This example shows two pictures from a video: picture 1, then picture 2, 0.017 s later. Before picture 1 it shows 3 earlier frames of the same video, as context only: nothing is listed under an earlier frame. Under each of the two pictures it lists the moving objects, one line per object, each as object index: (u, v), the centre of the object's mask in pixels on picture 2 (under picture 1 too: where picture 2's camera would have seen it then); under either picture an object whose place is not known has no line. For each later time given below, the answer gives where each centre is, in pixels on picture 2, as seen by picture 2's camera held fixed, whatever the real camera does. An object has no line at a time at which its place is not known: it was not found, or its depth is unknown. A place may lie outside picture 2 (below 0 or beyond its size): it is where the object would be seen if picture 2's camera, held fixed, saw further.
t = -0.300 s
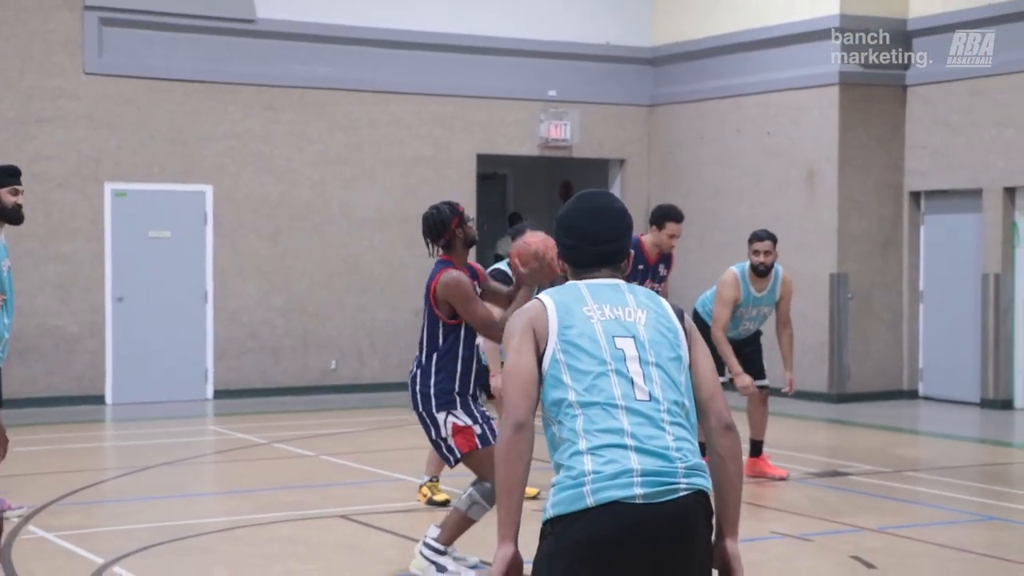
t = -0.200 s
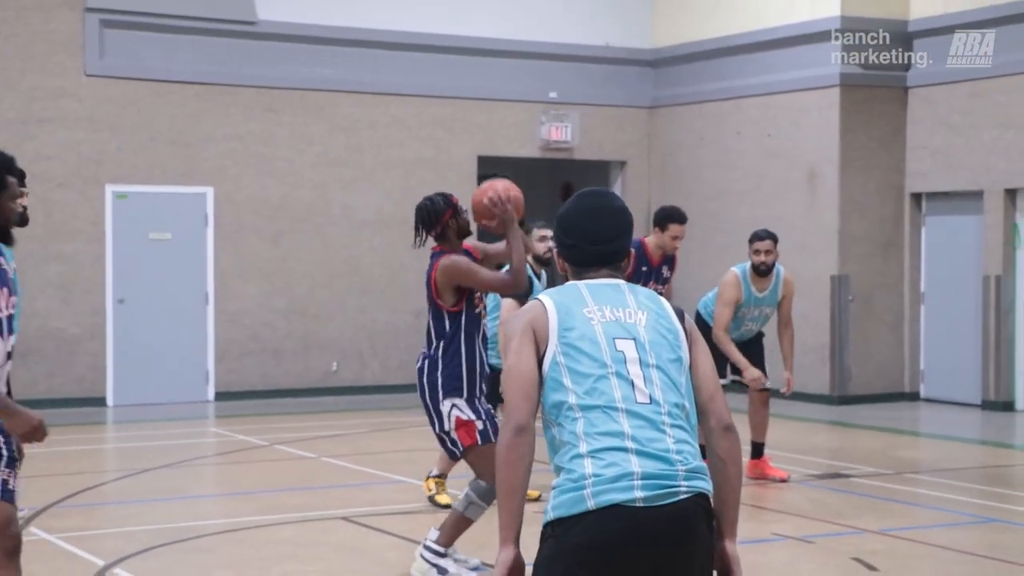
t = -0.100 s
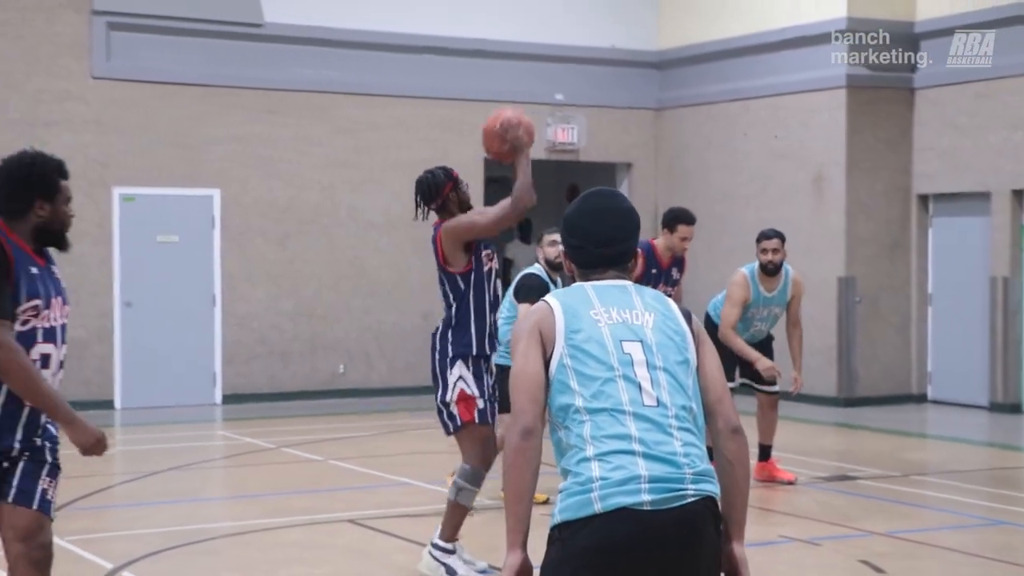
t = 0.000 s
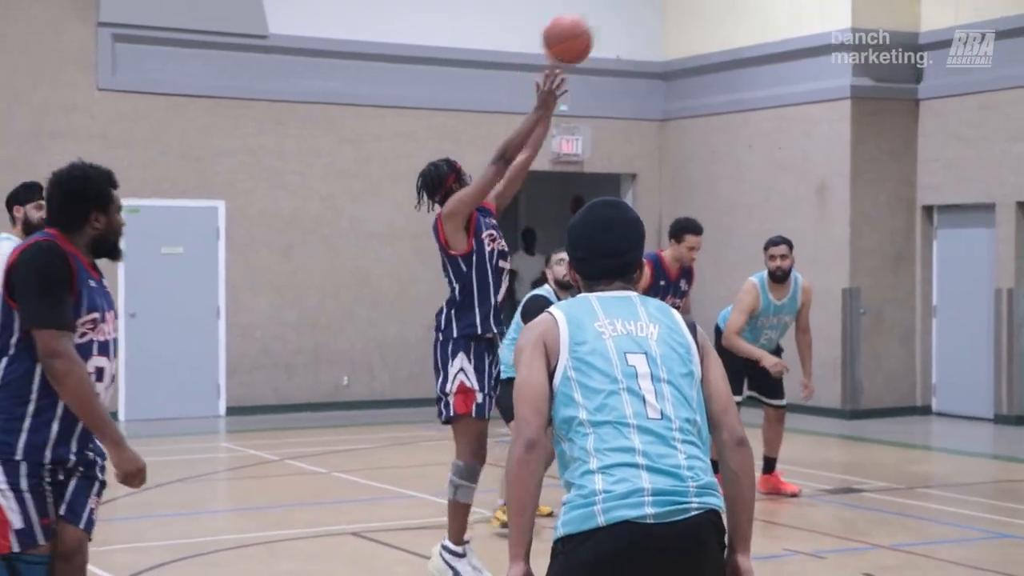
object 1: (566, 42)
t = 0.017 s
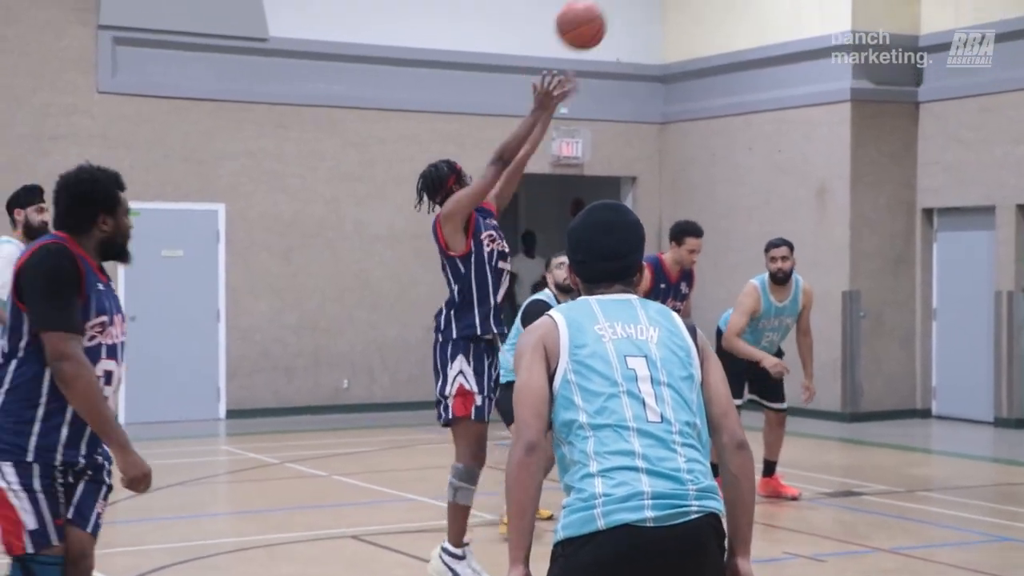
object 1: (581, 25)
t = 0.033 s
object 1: (594, 13)
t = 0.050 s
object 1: (607, 3)
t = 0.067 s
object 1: (621, -7)
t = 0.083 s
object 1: (633, -17)
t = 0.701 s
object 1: (1050, -148)
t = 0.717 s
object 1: (1059, -141)
